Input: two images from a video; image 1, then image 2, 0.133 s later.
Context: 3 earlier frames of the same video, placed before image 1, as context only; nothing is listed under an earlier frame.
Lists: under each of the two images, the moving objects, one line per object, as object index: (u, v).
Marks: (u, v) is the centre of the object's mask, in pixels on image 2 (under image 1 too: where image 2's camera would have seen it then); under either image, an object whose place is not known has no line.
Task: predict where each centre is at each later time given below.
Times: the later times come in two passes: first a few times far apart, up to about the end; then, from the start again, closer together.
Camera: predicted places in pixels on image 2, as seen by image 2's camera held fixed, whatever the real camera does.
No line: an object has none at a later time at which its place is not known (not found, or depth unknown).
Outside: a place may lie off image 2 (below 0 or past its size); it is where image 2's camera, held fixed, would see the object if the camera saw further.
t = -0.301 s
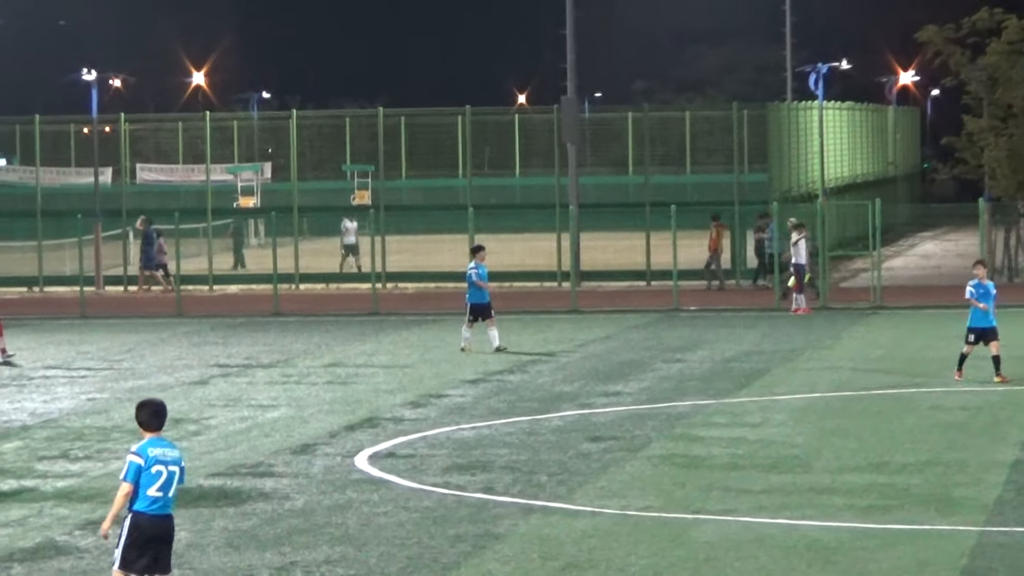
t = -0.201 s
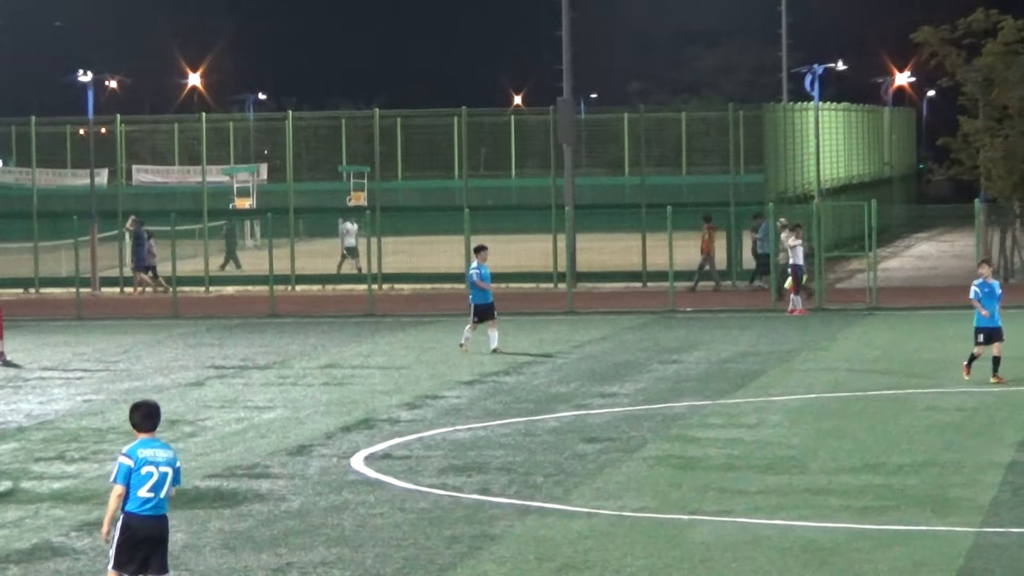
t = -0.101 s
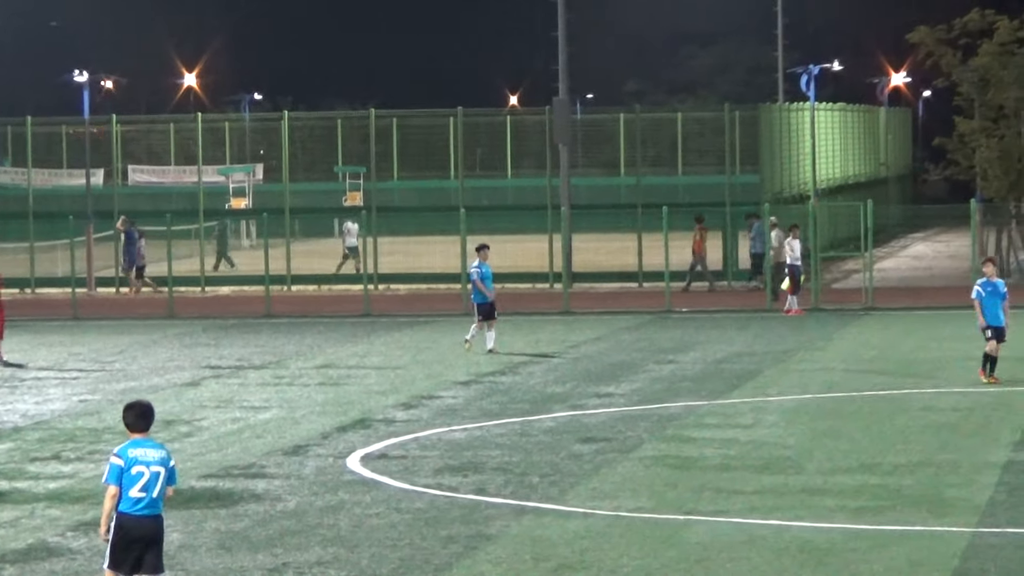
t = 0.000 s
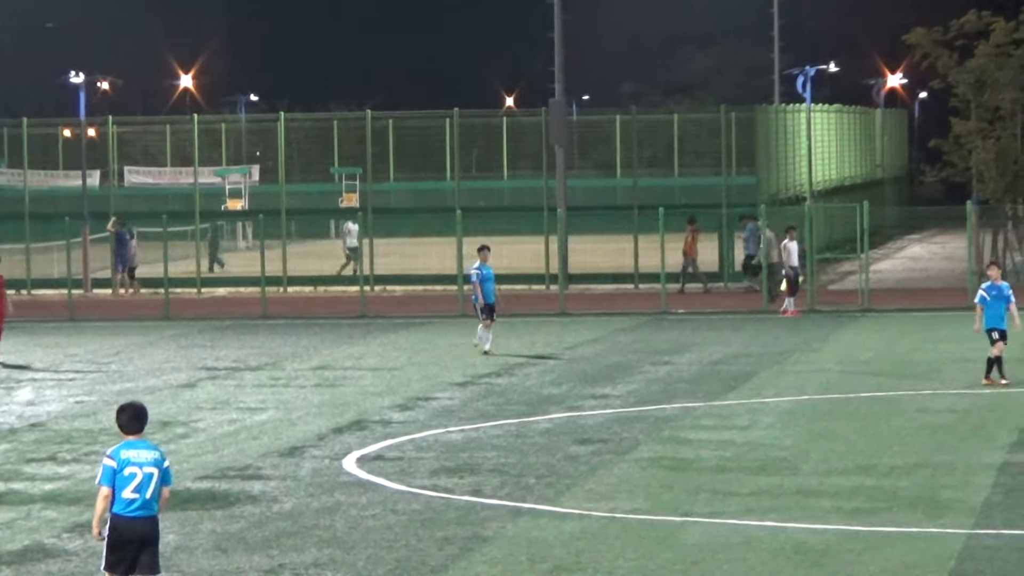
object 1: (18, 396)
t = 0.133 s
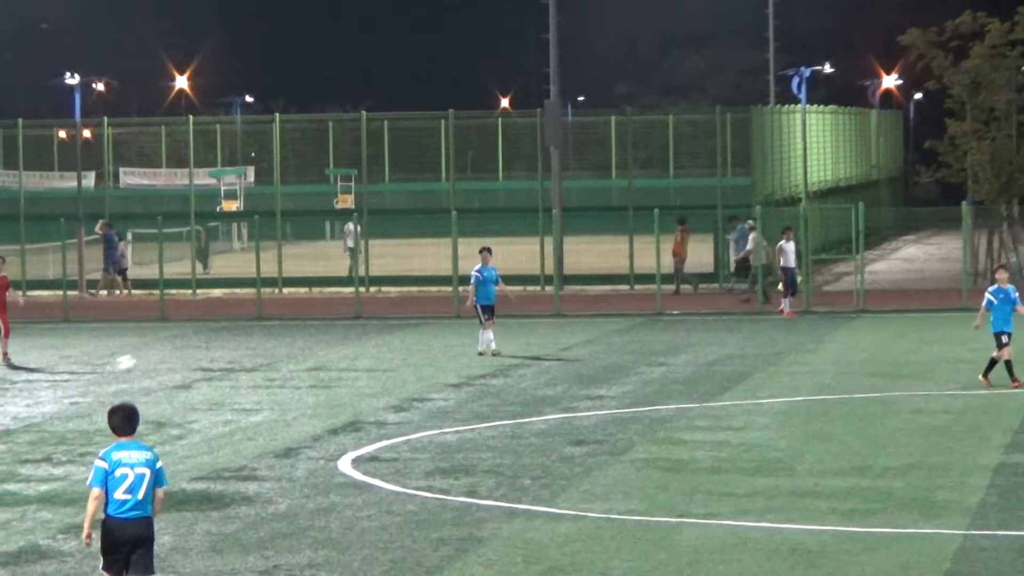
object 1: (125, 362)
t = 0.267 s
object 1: (223, 344)
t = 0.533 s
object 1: (406, 348)
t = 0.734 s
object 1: (527, 370)
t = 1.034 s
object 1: (662, 332)
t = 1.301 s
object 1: (771, 357)
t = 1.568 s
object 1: (839, 327)
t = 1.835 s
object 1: (903, 345)
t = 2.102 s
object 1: (963, 325)
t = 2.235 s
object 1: (992, 331)
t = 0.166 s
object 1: (150, 357)
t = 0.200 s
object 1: (175, 352)
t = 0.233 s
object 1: (199, 348)
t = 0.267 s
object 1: (223, 344)
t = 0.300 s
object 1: (247, 342)
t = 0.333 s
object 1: (271, 340)
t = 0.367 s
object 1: (294, 340)
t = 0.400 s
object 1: (317, 340)
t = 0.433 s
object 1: (339, 341)
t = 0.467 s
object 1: (362, 343)
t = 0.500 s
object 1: (383, 345)
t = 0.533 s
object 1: (406, 348)
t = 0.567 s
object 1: (427, 353)
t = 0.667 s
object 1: (491, 370)
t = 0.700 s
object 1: (510, 375)
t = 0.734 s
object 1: (527, 370)
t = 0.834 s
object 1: (573, 350)
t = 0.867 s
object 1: (588, 345)
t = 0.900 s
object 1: (603, 340)
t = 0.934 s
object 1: (618, 338)
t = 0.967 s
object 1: (633, 335)
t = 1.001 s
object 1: (647, 333)
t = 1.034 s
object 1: (662, 332)
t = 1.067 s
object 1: (676, 334)
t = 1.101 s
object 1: (690, 334)
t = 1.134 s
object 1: (704, 336)
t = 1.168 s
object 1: (718, 339)
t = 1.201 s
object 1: (731, 342)
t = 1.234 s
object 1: (745, 347)
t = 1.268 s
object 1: (758, 351)
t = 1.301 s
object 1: (771, 357)
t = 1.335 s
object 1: (780, 351)
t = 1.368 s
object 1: (789, 345)
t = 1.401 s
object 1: (797, 340)
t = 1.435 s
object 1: (806, 336)
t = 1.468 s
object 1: (814, 332)
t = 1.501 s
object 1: (823, 330)
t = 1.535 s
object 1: (830, 328)
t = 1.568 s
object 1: (839, 327)
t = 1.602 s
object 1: (847, 327)
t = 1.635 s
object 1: (855, 327)
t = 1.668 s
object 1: (863, 329)
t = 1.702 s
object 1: (871, 330)
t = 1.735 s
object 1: (879, 333)
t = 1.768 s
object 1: (887, 336)
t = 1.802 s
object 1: (895, 340)
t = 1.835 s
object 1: (903, 345)
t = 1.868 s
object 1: (910, 345)
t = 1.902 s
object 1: (918, 340)
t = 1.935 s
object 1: (925, 335)
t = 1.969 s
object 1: (933, 331)
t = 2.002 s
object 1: (941, 329)
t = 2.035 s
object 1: (948, 327)
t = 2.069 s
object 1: (956, 326)
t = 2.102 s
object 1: (963, 325)
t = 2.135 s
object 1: (971, 326)
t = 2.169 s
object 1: (978, 326)
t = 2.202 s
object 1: (985, 328)
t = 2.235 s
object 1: (992, 331)
